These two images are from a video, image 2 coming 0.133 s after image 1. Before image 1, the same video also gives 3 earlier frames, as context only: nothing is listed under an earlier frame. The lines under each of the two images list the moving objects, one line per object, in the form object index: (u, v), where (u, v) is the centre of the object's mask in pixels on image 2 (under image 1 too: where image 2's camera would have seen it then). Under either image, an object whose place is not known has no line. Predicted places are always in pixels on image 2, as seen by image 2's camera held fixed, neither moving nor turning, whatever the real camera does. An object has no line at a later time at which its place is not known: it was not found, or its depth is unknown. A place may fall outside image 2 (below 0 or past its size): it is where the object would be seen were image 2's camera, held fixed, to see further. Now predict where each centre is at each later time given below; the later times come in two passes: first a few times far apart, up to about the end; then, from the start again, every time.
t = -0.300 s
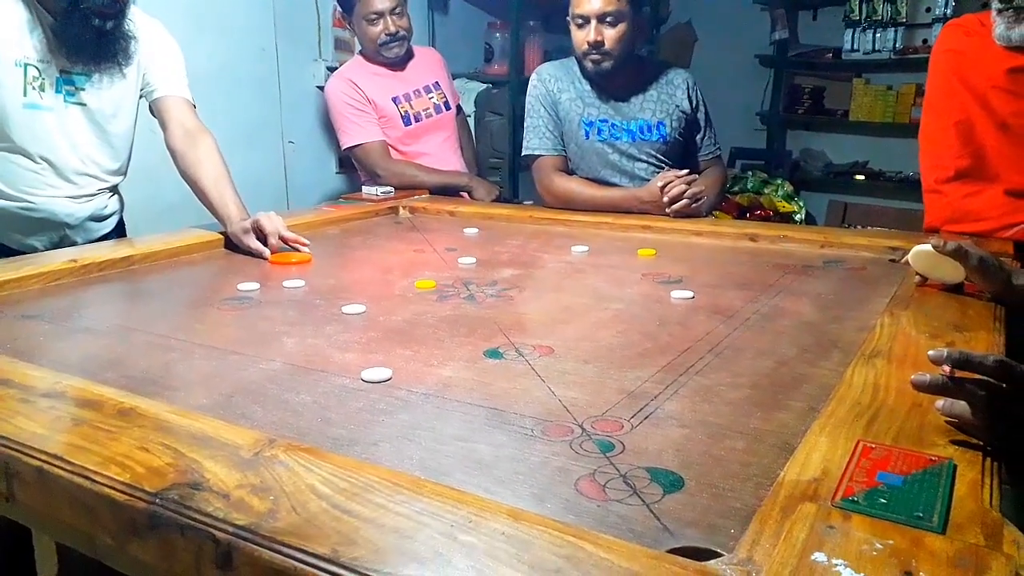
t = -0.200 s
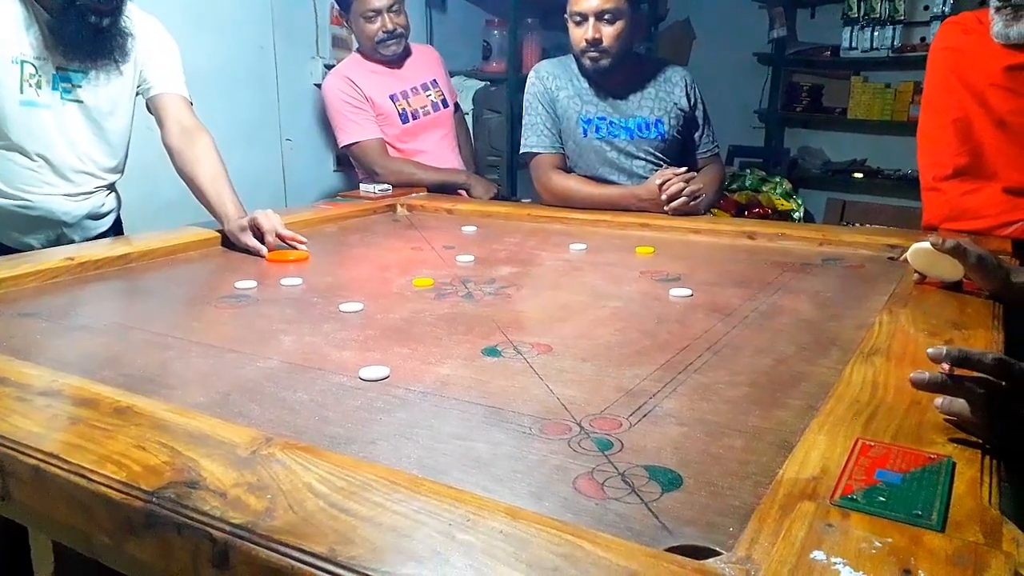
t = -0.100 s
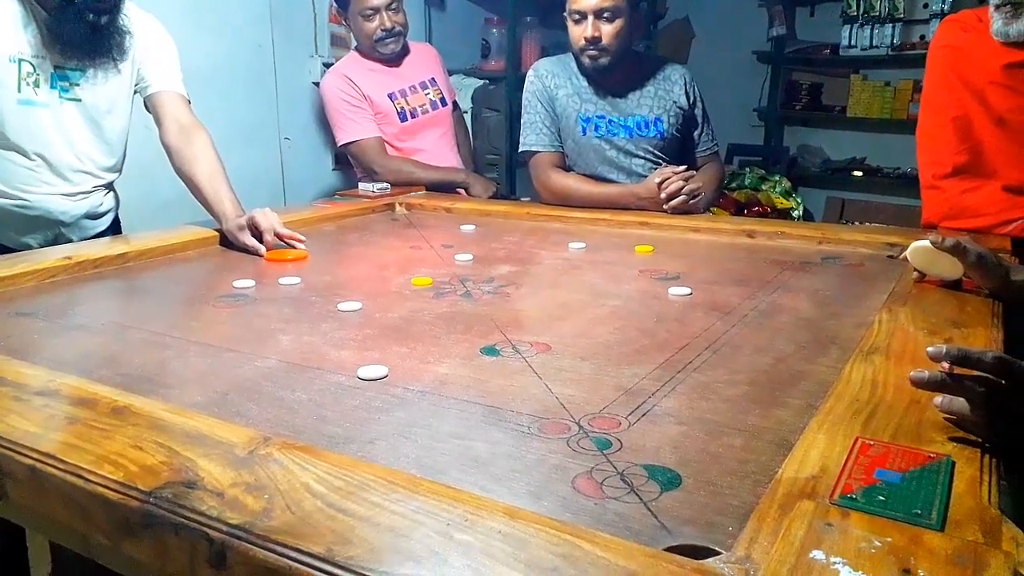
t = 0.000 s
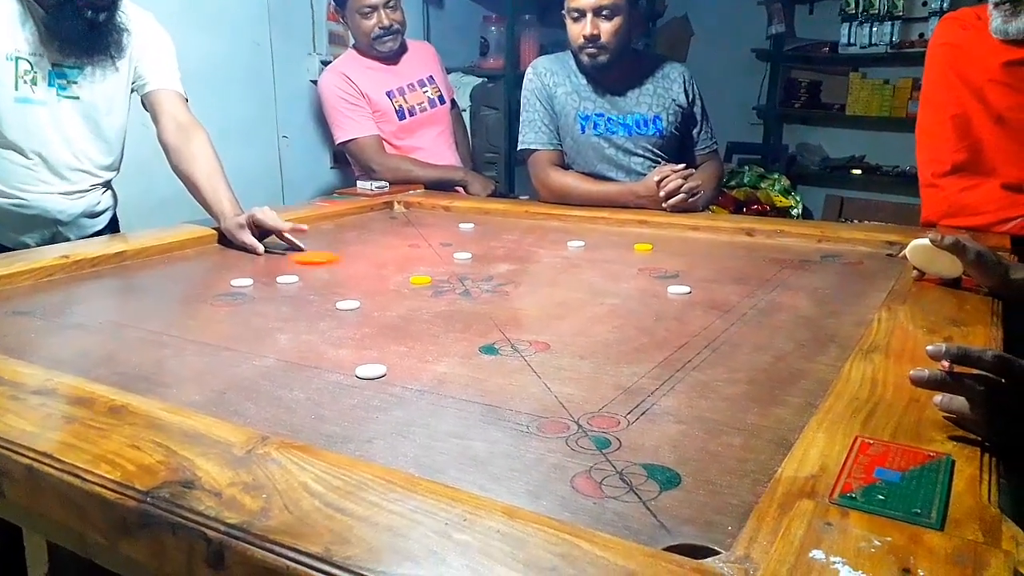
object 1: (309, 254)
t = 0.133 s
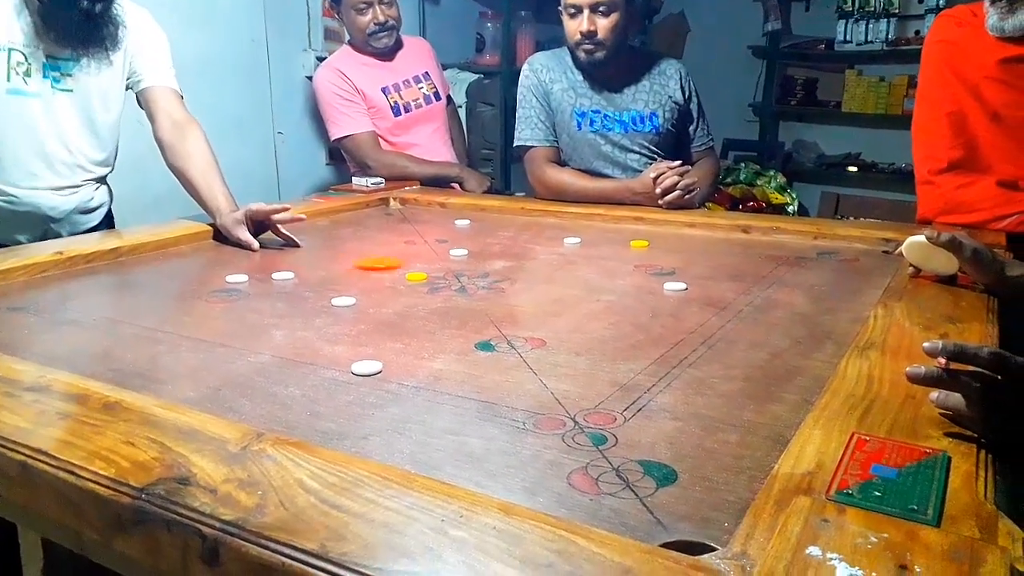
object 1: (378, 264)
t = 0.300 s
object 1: (466, 273)
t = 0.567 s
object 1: (612, 286)
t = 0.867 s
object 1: (763, 302)
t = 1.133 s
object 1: (811, 306)
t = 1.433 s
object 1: (718, 293)
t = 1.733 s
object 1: (647, 284)
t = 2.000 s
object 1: (600, 278)
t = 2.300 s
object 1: (559, 273)
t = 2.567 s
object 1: (536, 269)
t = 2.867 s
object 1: (528, 269)
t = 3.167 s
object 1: (528, 269)
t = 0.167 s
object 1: (395, 266)
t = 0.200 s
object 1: (414, 267)
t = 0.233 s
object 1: (432, 270)
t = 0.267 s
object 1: (449, 272)
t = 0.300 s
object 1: (466, 273)
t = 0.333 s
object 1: (484, 275)
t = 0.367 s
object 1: (501, 277)
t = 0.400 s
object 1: (519, 278)
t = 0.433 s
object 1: (537, 280)
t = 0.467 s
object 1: (557, 282)
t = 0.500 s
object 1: (575, 283)
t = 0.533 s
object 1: (593, 285)
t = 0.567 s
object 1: (612, 286)
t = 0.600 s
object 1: (631, 288)
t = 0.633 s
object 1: (648, 290)
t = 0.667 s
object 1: (666, 291)
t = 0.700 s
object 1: (682, 293)
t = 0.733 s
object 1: (698, 295)
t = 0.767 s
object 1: (714, 296)
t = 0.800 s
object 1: (730, 298)
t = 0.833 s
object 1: (747, 300)
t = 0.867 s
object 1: (763, 302)
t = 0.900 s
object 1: (780, 303)
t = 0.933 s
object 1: (796, 305)
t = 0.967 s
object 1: (811, 307)
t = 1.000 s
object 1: (828, 308)
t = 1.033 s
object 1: (841, 310)
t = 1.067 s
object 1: (836, 309)
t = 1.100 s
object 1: (823, 307)
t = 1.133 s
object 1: (811, 306)
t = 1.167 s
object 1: (800, 304)
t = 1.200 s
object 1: (788, 303)
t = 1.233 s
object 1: (778, 301)
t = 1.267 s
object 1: (767, 300)
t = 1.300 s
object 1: (756, 299)
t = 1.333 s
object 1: (746, 297)
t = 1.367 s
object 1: (737, 296)
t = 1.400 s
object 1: (726, 295)
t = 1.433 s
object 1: (718, 293)
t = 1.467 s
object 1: (709, 292)
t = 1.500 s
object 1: (700, 291)
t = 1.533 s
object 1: (692, 290)
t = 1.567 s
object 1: (684, 289)
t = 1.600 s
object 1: (676, 288)
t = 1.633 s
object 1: (669, 287)
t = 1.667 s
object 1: (661, 286)
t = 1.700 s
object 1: (654, 285)
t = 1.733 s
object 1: (647, 284)
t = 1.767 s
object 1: (640, 283)
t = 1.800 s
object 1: (634, 282)
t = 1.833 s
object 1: (628, 282)
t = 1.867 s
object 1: (621, 281)
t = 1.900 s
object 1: (616, 280)
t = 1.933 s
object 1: (610, 279)
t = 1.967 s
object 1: (604, 278)
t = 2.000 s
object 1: (600, 278)
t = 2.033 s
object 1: (594, 277)
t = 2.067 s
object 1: (590, 277)
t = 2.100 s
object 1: (584, 276)
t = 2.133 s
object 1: (580, 275)
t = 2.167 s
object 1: (575, 275)
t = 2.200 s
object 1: (571, 274)
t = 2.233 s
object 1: (567, 273)
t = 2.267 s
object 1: (563, 273)
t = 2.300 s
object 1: (559, 273)
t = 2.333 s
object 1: (556, 272)
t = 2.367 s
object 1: (552, 272)
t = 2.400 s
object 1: (549, 271)
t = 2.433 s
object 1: (546, 270)
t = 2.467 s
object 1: (543, 270)
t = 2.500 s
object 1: (540, 270)
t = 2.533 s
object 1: (538, 269)
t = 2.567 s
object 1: (536, 269)
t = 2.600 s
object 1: (535, 269)
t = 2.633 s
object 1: (533, 269)
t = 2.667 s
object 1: (532, 269)
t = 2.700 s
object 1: (531, 269)
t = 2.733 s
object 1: (531, 269)
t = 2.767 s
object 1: (530, 269)
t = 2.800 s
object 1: (529, 269)
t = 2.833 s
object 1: (529, 269)
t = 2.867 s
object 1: (528, 269)
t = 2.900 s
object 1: (528, 269)
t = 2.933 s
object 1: (528, 269)
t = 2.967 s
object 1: (528, 269)
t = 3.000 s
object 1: (528, 269)
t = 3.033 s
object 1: (528, 269)
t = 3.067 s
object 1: (527, 269)
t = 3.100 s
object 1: (528, 269)
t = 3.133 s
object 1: (528, 269)
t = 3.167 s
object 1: (528, 269)
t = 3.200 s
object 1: (528, 268)
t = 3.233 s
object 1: (527, 268)
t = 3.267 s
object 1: (528, 268)
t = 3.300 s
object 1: (528, 268)
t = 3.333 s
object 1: (527, 268)
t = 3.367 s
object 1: (528, 268)
